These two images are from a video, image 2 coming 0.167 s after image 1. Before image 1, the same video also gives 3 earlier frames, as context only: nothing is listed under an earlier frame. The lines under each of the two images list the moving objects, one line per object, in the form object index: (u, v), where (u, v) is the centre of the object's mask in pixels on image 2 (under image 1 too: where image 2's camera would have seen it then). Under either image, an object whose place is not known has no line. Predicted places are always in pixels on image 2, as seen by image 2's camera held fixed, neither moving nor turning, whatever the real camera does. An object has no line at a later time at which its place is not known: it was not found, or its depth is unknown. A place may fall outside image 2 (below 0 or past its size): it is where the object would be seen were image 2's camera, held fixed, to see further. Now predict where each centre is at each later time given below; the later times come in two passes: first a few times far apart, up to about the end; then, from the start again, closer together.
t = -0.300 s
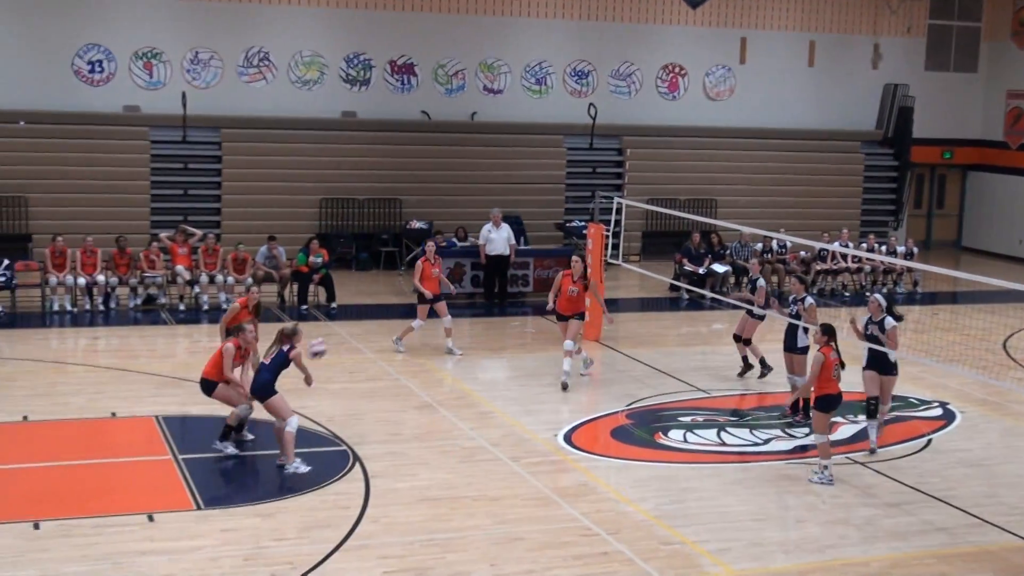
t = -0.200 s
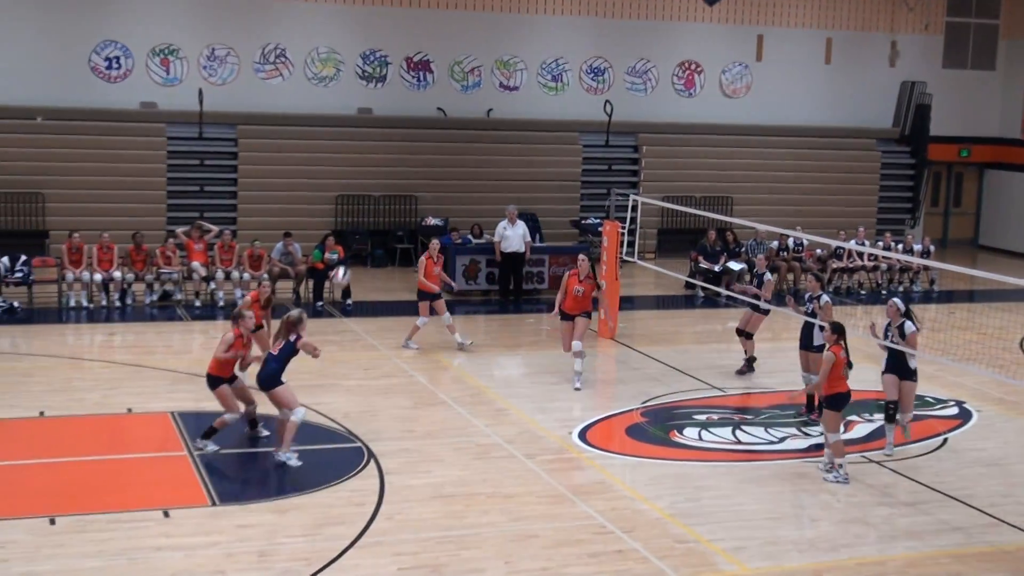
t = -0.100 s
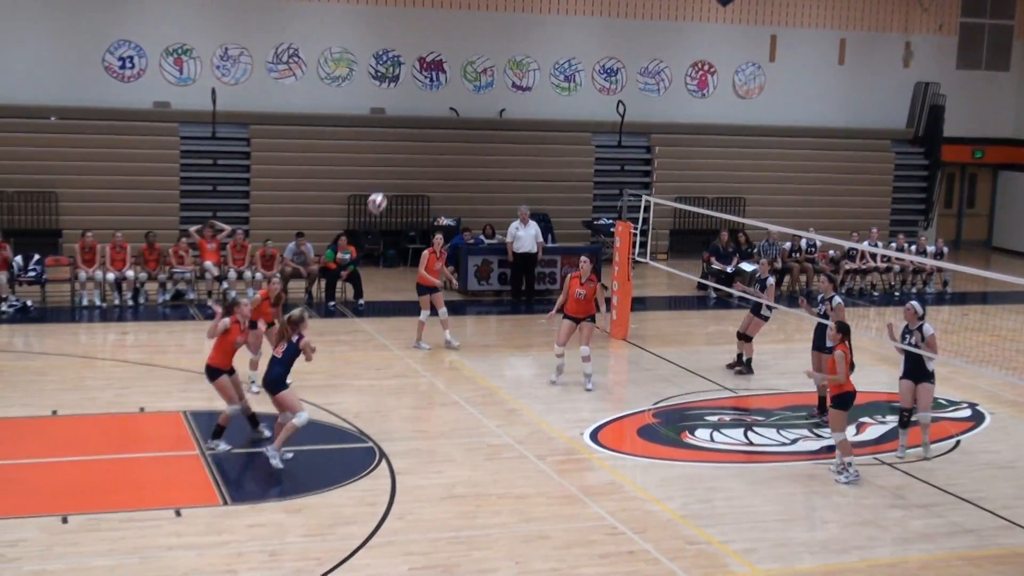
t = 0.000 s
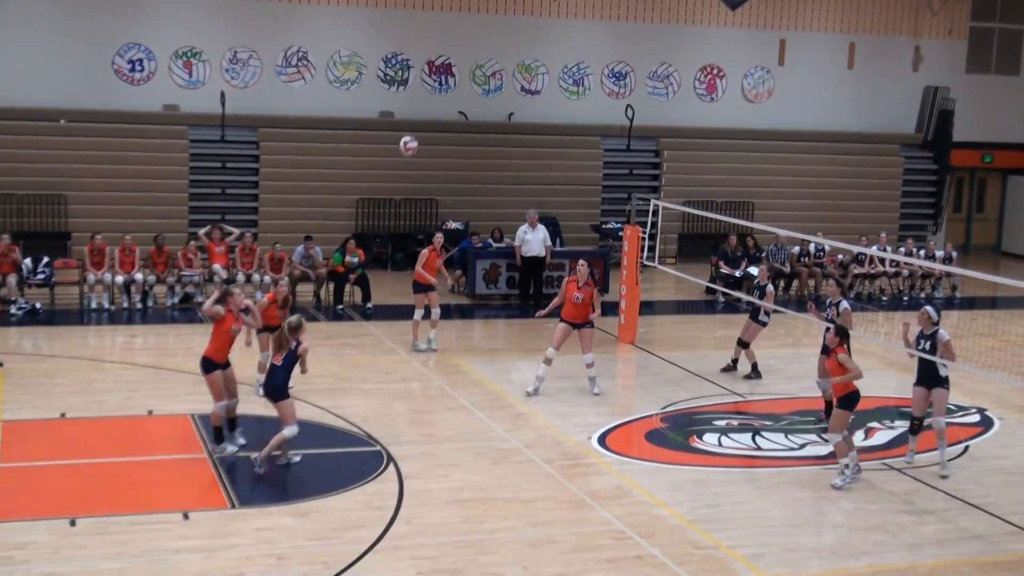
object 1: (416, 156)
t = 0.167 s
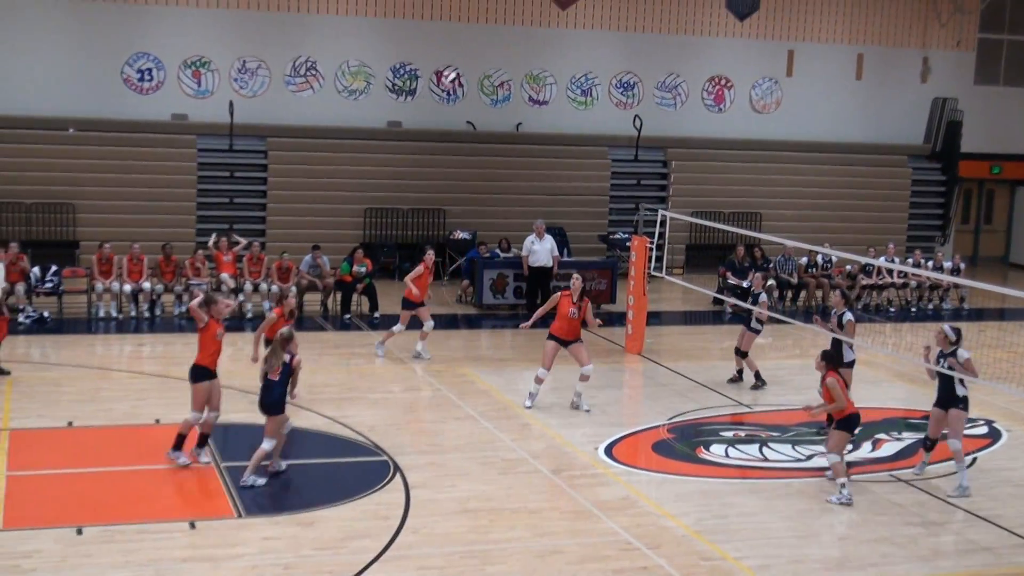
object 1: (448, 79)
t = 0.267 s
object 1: (467, 49)
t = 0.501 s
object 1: (500, 15)
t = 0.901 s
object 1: (539, 55)
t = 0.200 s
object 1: (456, 69)
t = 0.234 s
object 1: (461, 57)
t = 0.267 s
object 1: (467, 49)
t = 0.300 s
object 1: (472, 41)
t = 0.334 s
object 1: (478, 34)
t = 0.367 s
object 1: (482, 29)
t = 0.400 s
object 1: (487, 24)
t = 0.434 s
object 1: (491, 19)
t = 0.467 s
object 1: (496, 17)
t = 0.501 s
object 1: (500, 15)
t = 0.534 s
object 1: (505, 14)
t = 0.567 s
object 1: (509, 13)
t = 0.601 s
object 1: (512, 13)
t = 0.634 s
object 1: (515, 16)
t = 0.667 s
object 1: (519, 19)
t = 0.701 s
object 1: (523, 22)
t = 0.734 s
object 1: (526, 25)
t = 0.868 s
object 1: (536, 48)
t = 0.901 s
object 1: (539, 55)
